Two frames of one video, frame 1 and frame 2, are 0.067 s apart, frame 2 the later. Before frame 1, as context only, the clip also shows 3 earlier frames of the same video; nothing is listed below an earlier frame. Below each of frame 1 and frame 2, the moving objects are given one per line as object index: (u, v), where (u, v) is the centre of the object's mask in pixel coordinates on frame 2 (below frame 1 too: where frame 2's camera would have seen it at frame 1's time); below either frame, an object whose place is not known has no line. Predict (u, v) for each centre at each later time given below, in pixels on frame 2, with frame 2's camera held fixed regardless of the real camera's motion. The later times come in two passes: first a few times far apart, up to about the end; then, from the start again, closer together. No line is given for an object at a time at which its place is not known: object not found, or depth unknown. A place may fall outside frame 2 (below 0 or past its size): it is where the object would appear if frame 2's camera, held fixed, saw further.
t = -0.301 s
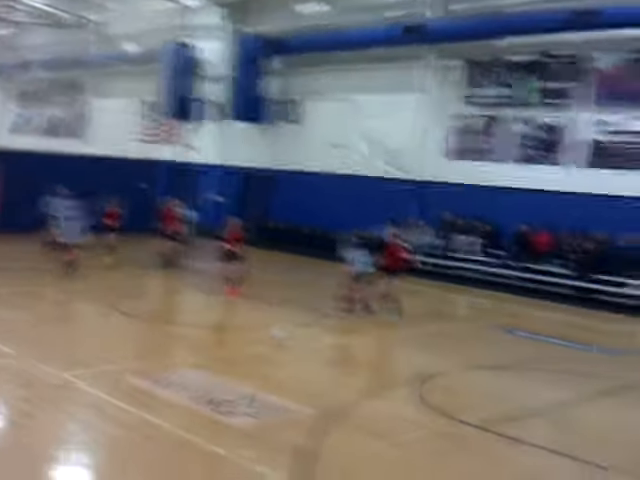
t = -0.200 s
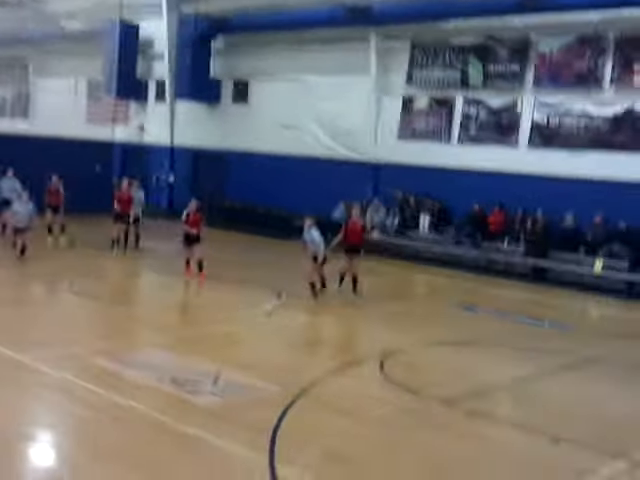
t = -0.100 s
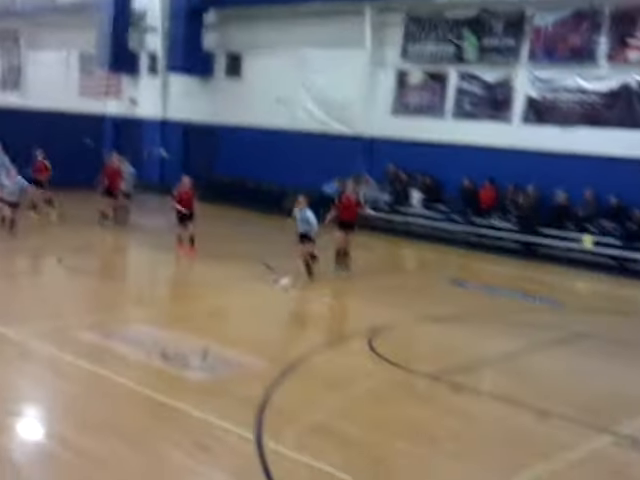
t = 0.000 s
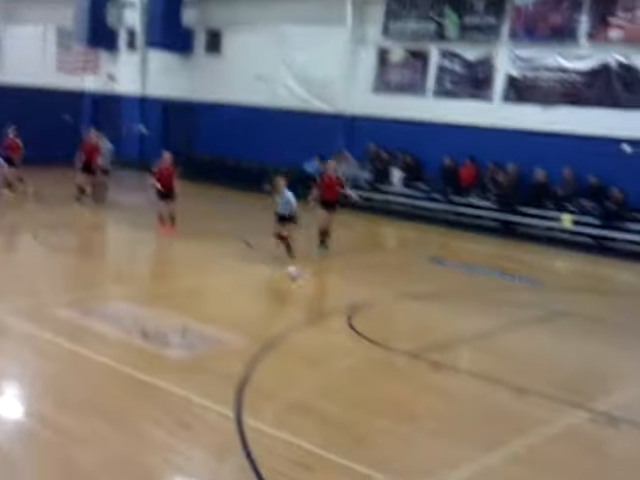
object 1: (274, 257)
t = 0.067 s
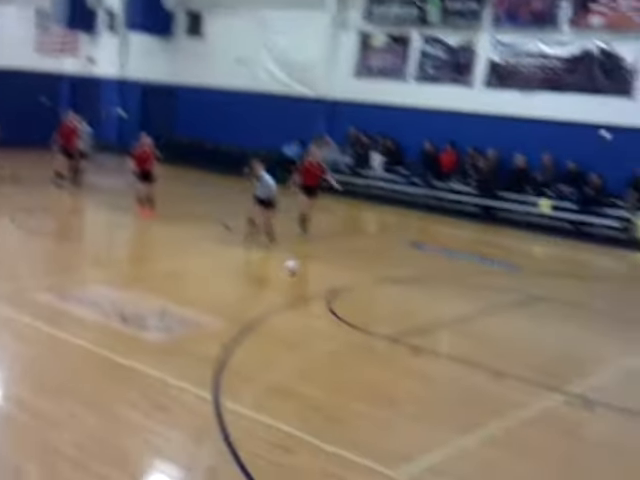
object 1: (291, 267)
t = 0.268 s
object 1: (350, 323)
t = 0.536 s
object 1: (457, 361)
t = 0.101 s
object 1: (300, 272)
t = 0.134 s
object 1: (311, 282)
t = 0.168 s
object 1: (319, 292)
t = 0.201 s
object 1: (328, 303)
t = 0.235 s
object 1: (339, 317)
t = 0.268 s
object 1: (350, 323)
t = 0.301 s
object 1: (364, 323)
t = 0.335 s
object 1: (375, 323)
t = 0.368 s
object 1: (388, 327)
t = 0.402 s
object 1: (396, 328)
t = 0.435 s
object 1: (410, 332)
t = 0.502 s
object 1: (442, 349)
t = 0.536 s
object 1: (457, 361)
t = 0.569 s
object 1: (473, 371)
